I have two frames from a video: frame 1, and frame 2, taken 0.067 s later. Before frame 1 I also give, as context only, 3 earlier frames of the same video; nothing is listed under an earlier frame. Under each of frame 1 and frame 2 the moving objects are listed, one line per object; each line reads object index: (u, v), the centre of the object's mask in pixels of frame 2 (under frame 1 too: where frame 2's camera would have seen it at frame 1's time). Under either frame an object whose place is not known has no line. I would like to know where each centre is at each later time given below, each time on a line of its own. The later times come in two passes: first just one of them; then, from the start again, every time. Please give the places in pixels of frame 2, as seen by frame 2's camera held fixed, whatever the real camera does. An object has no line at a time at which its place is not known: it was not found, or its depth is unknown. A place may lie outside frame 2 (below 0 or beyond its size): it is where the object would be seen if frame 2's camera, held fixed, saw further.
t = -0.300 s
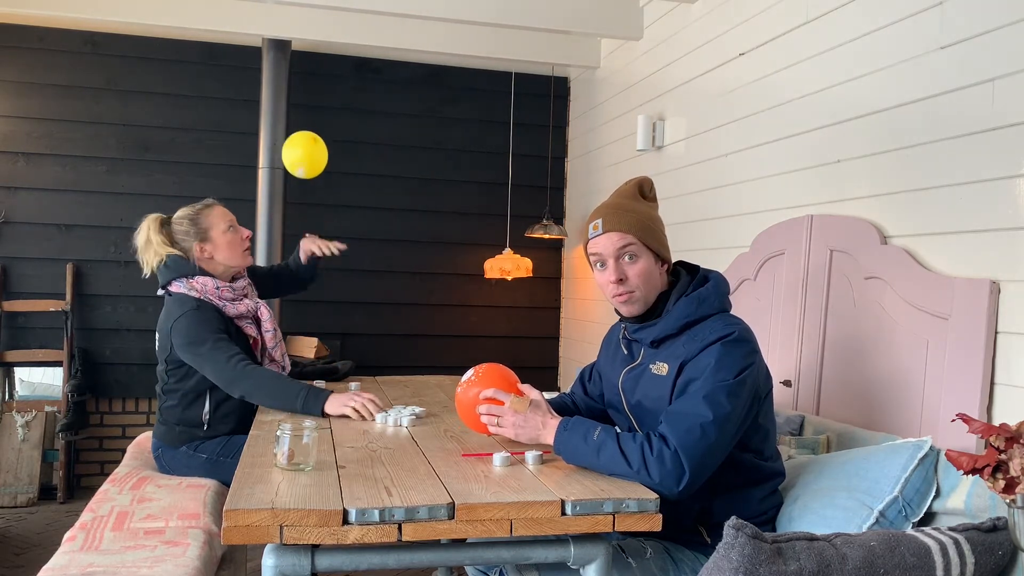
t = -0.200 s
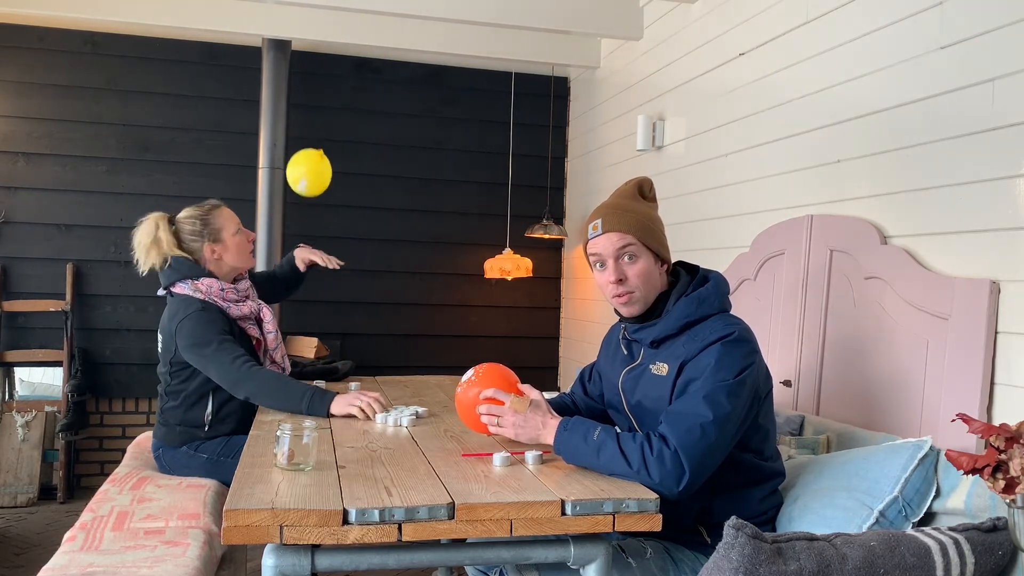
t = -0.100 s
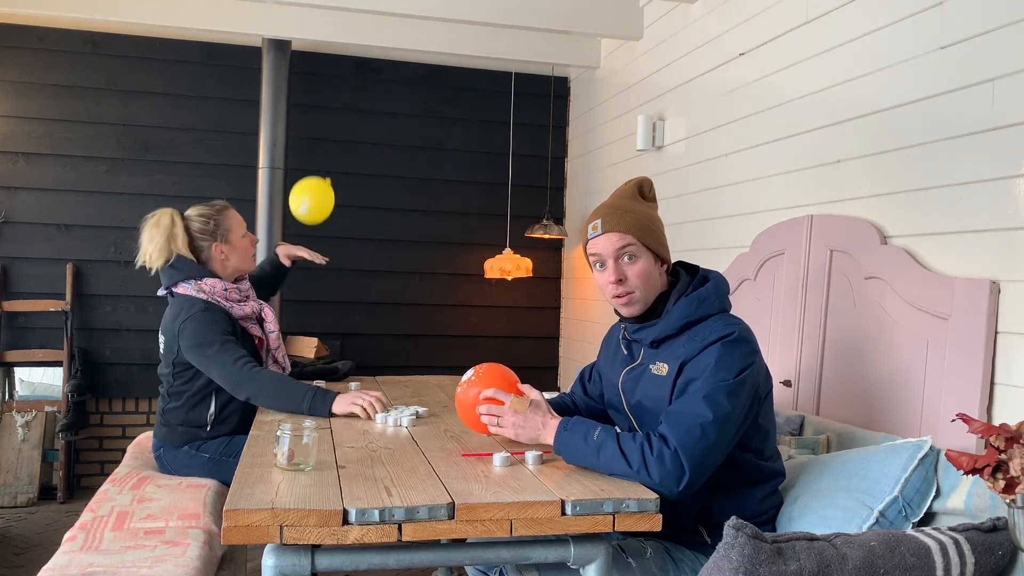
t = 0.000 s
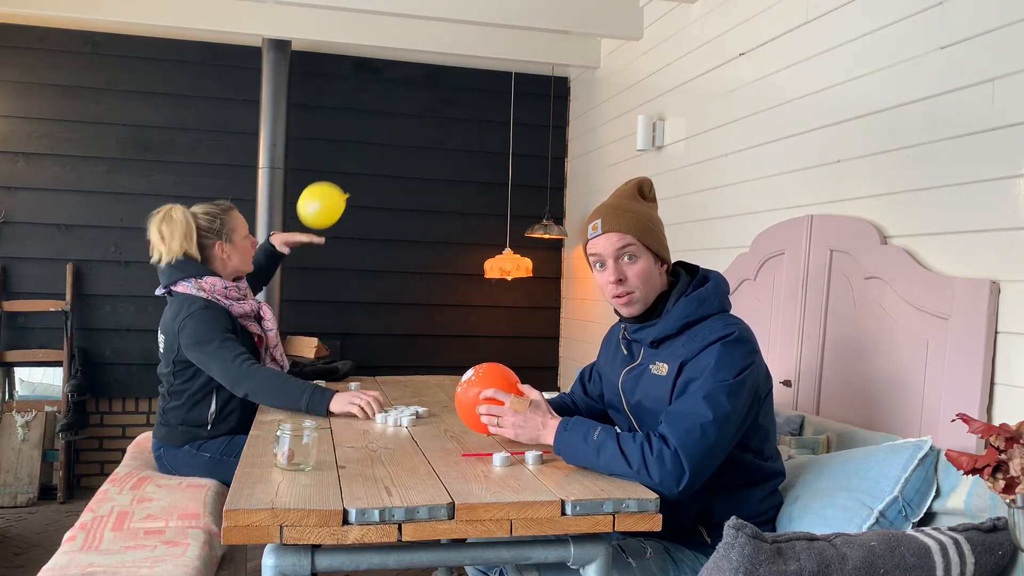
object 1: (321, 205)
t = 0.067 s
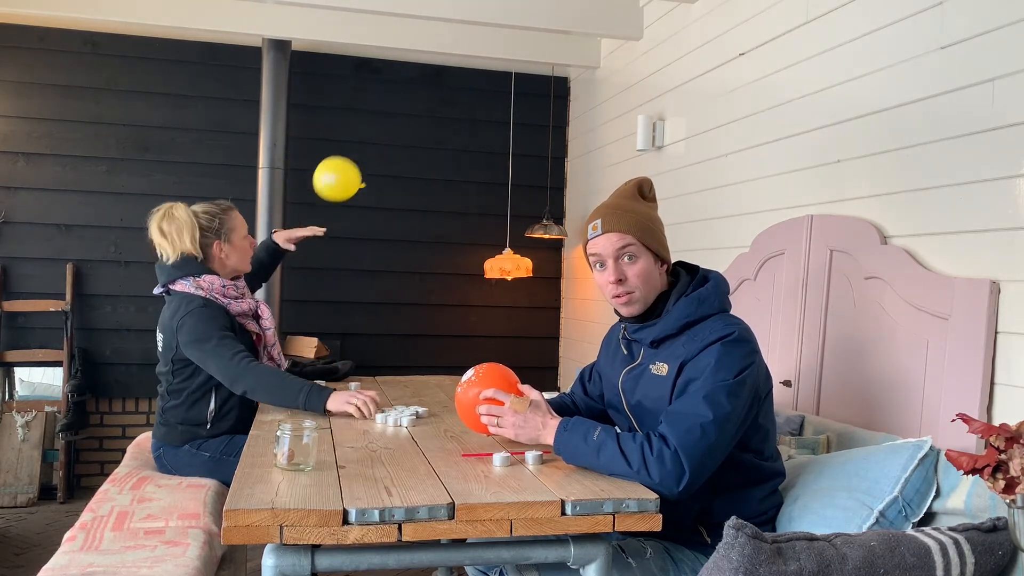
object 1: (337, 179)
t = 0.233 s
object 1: (371, 143)
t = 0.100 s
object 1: (344, 169)
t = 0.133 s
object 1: (351, 160)
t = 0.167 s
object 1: (358, 153)
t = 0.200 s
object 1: (364, 147)
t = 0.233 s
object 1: (371, 143)
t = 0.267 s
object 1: (376, 140)
